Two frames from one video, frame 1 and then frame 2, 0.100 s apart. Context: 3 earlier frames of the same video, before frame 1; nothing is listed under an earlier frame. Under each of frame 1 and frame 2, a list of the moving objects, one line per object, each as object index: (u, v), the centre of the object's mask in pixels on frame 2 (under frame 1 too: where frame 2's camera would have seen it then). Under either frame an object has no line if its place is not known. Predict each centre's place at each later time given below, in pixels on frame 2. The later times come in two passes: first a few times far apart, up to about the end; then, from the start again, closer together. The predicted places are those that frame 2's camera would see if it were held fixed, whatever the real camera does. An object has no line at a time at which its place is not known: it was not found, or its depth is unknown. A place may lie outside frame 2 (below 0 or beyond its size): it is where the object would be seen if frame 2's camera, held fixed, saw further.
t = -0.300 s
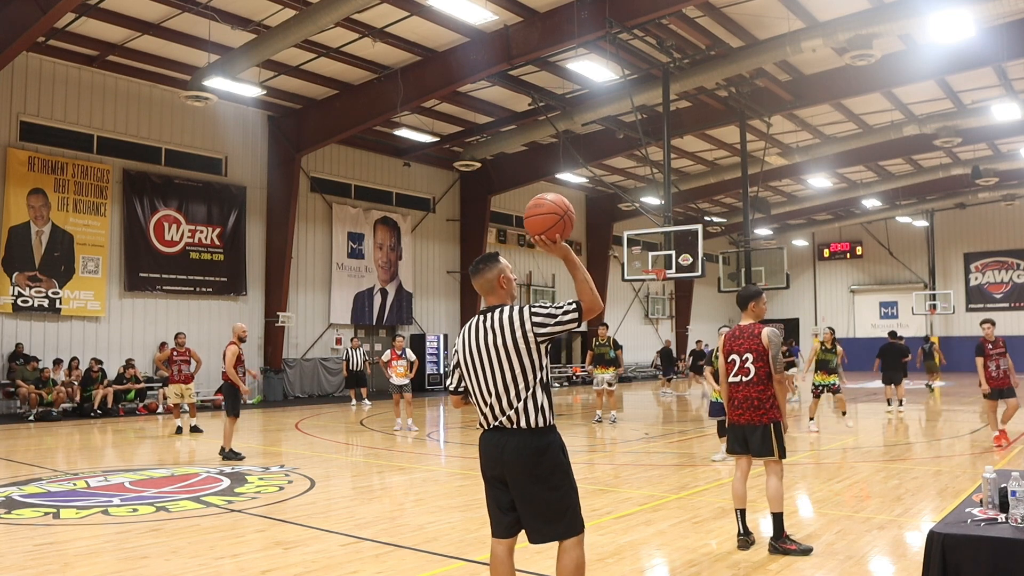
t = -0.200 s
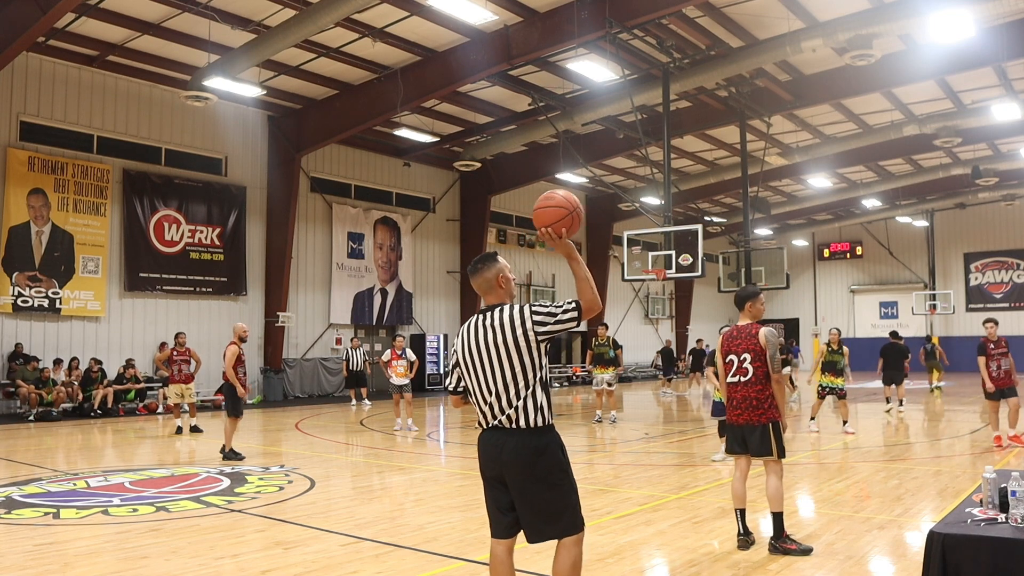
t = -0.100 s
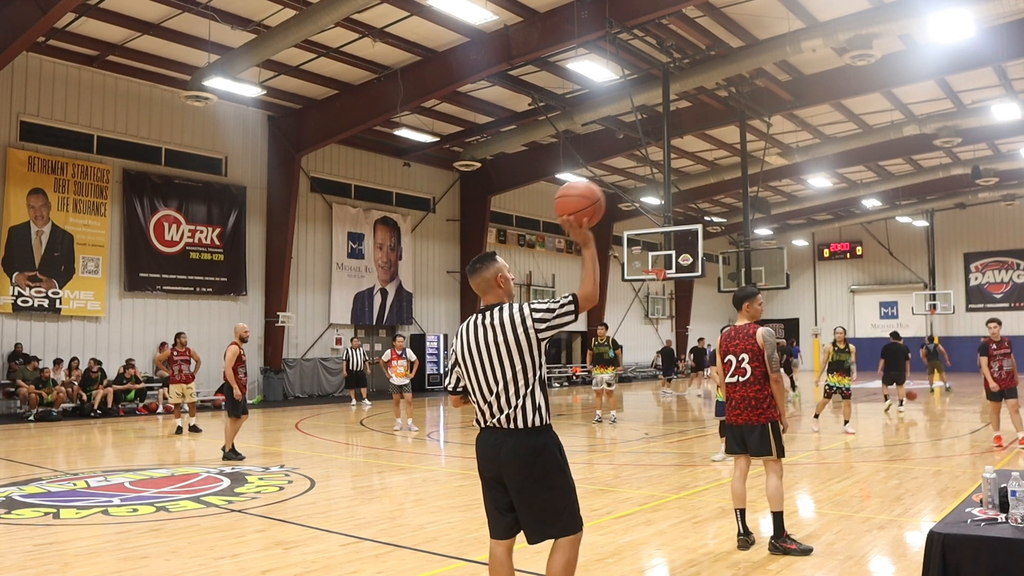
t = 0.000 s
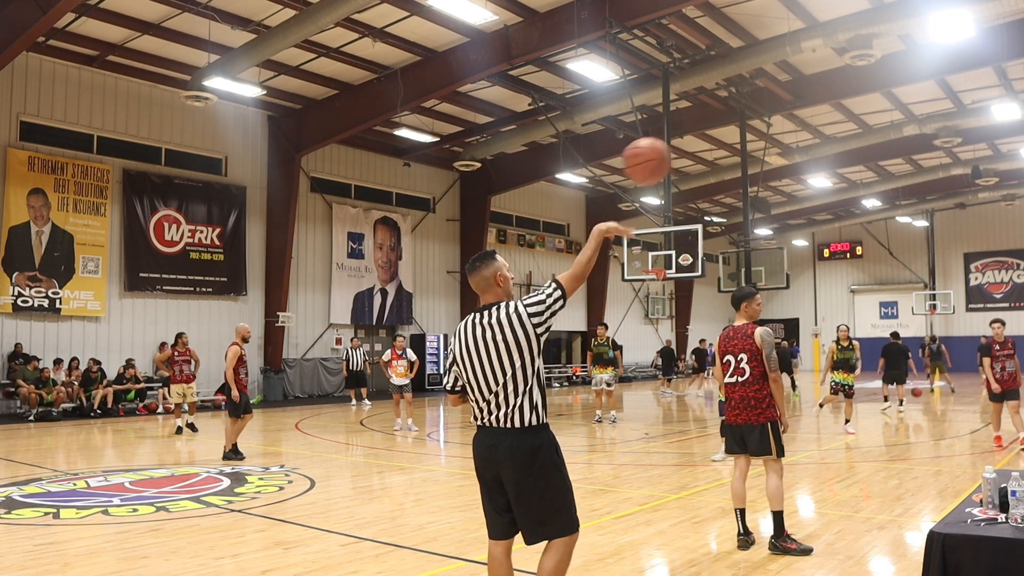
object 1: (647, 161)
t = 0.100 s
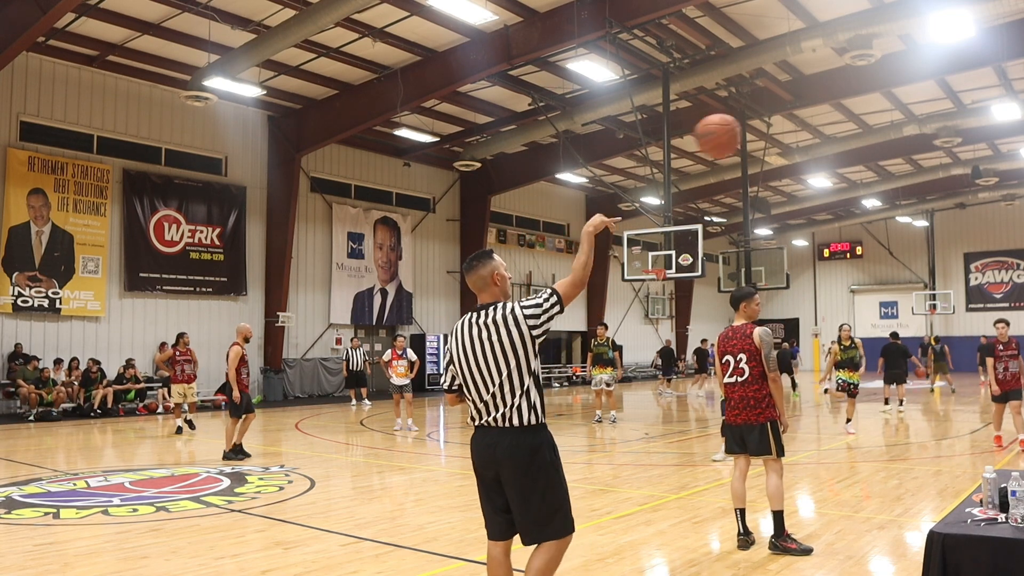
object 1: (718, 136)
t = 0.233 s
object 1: (801, 133)
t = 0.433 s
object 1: (907, 180)
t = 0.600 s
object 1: (981, 254)
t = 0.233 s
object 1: (801, 133)
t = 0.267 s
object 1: (821, 137)
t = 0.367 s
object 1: (874, 158)
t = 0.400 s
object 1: (890, 167)
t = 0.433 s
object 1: (907, 180)
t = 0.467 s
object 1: (922, 191)
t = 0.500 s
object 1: (937, 204)
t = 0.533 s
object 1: (953, 220)
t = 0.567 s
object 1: (967, 237)
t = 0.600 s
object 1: (981, 254)
